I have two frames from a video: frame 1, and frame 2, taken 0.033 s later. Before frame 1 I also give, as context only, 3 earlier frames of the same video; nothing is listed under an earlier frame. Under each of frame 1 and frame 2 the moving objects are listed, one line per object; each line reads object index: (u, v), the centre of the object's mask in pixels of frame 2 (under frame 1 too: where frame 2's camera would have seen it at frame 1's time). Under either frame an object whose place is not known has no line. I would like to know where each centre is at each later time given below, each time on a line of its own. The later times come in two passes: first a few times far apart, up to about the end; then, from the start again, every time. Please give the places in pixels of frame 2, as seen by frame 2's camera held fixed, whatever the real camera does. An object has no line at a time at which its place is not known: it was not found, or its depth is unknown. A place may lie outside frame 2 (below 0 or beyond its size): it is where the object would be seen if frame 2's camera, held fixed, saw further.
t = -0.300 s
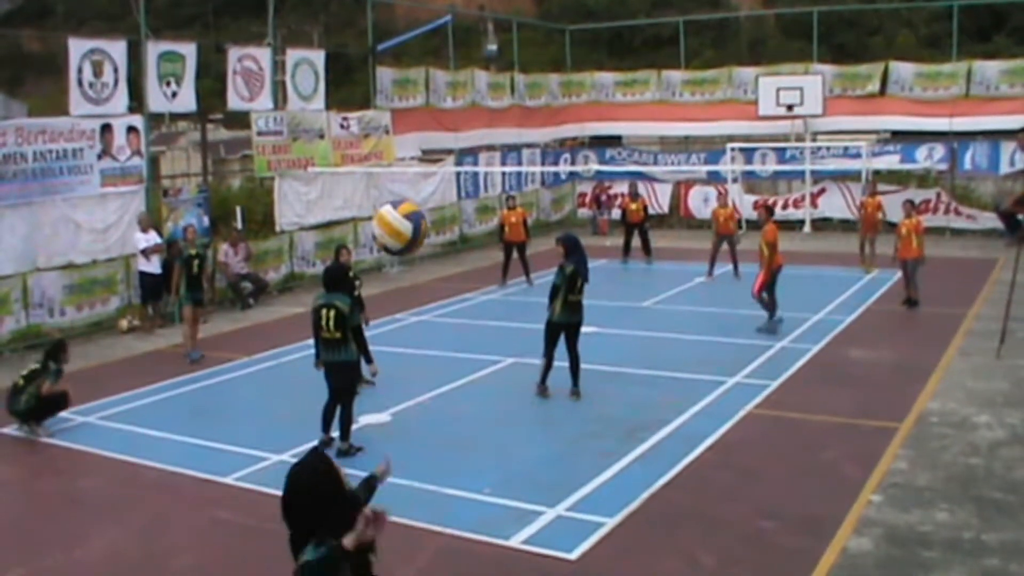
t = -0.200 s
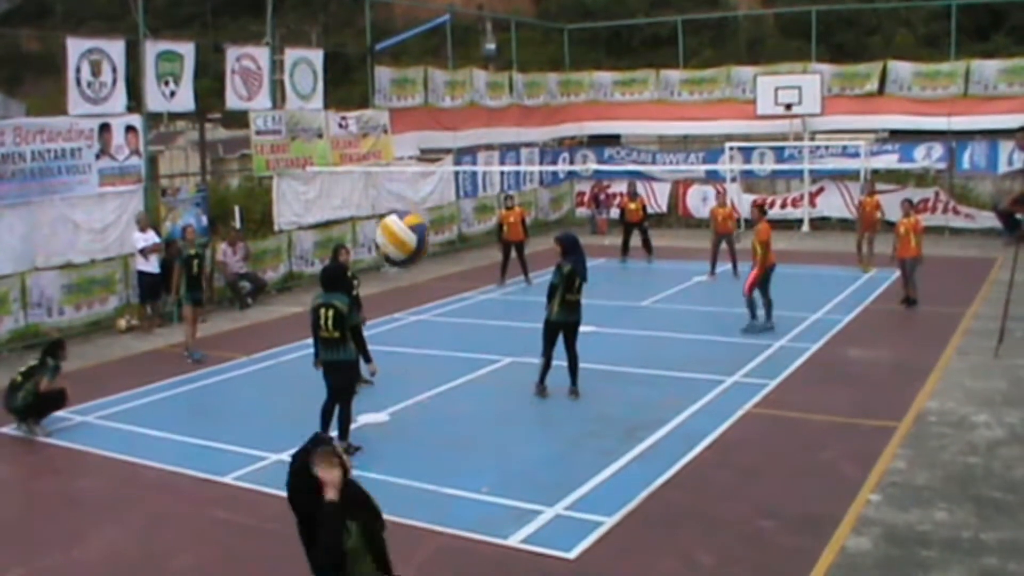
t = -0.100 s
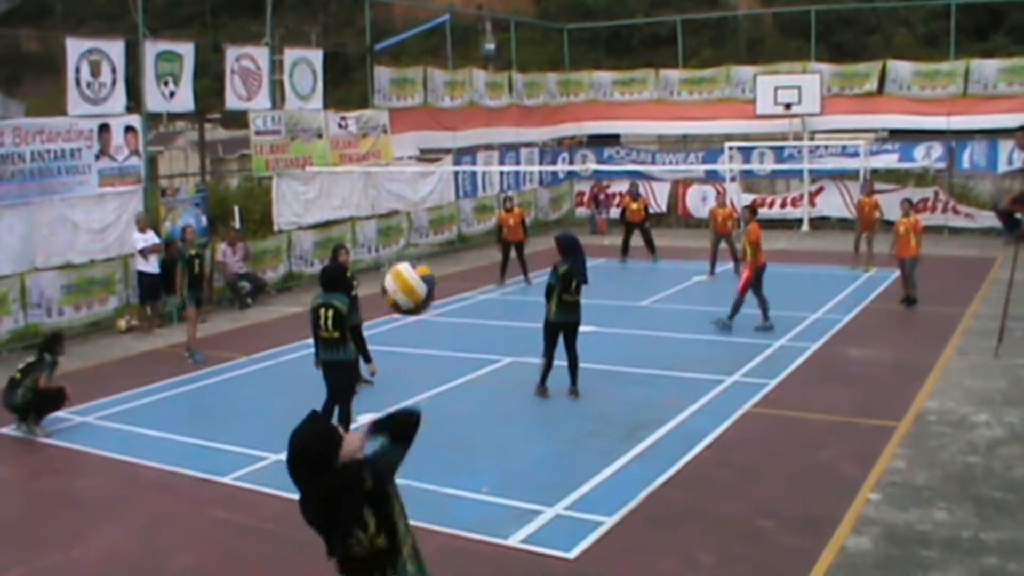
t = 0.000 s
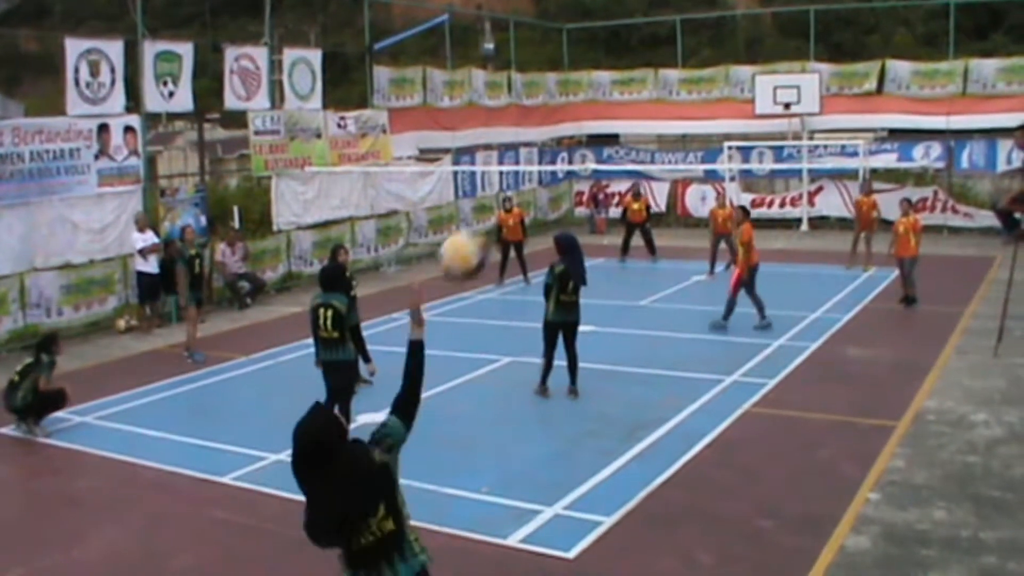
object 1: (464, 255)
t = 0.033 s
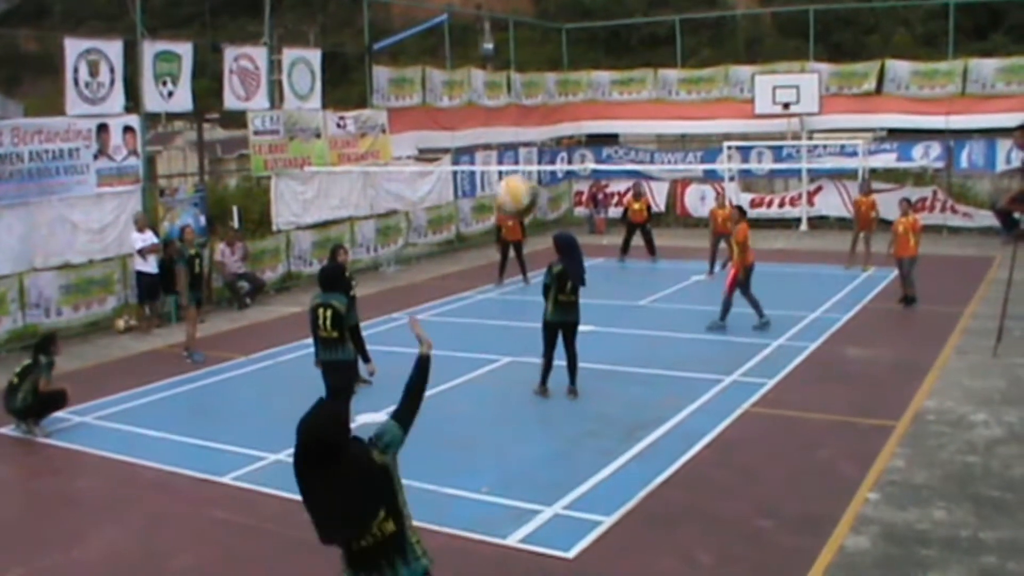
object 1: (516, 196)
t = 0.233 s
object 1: (678, 55)
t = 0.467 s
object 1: (772, 33)
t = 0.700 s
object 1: (818, 72)
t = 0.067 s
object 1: (559, 150)
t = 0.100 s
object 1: (595, 117)
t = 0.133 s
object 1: (626, 90)
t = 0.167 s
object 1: (641, 80)
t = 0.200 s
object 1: (654, 71)
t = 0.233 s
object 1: (678, 55)
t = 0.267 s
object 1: (698, 43)
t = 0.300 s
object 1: (717, 36)
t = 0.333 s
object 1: (734, 32)
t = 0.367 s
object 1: (741, 31)
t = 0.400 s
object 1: (749, 30)
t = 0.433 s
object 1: (761, 31)
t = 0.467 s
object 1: (772, 33)
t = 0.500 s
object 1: (782, 37)
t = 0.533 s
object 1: (791, 43)
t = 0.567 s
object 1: (795, 45)
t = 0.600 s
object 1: (799, 48)
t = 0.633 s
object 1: (806, 54)
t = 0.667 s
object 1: (813, 63)
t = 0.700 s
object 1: (818, 72)
